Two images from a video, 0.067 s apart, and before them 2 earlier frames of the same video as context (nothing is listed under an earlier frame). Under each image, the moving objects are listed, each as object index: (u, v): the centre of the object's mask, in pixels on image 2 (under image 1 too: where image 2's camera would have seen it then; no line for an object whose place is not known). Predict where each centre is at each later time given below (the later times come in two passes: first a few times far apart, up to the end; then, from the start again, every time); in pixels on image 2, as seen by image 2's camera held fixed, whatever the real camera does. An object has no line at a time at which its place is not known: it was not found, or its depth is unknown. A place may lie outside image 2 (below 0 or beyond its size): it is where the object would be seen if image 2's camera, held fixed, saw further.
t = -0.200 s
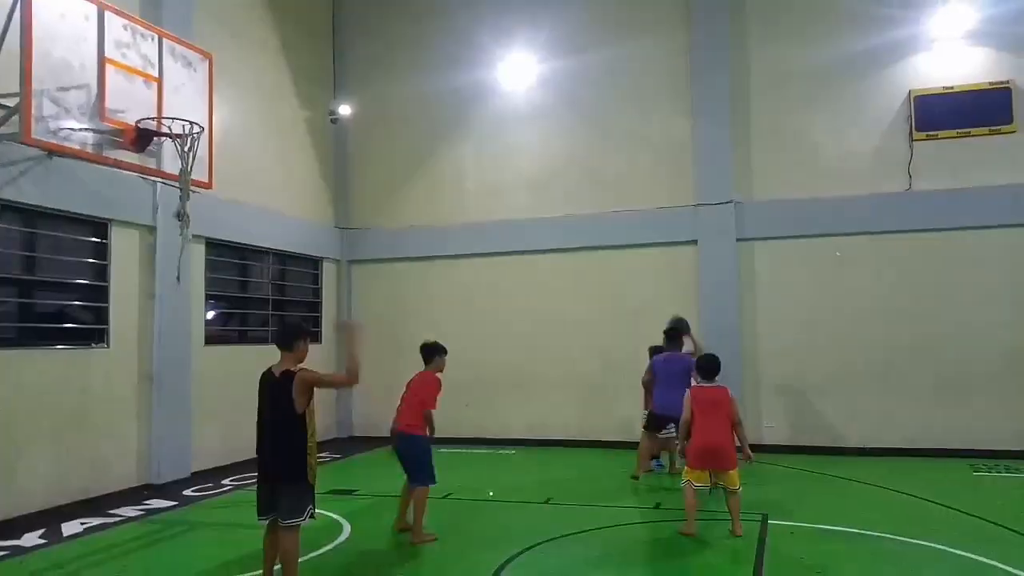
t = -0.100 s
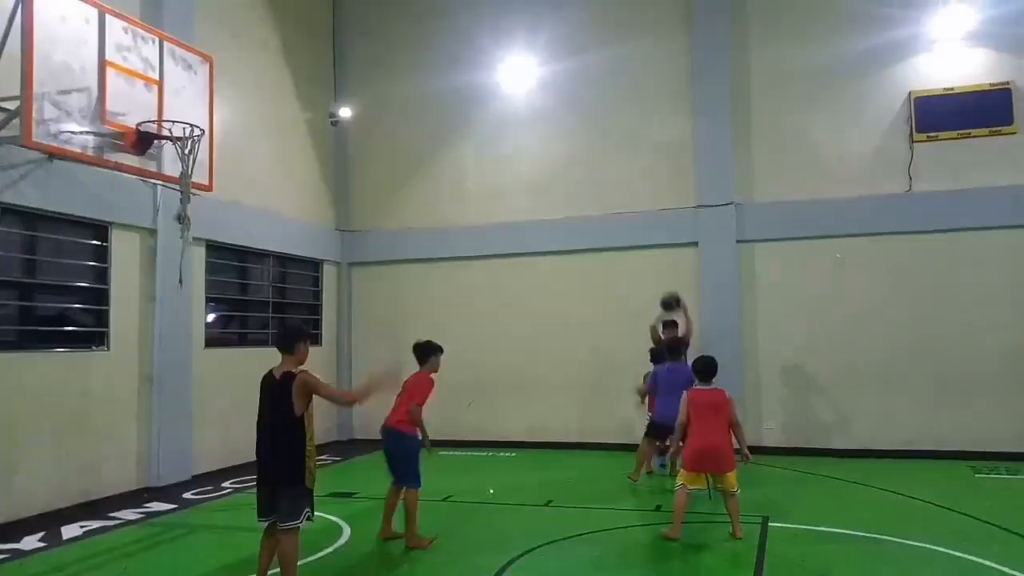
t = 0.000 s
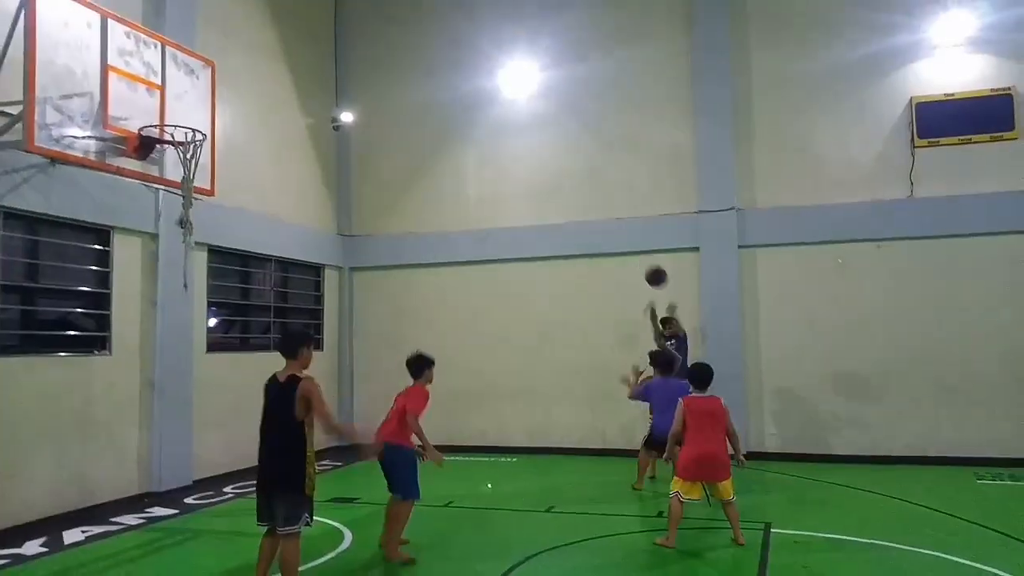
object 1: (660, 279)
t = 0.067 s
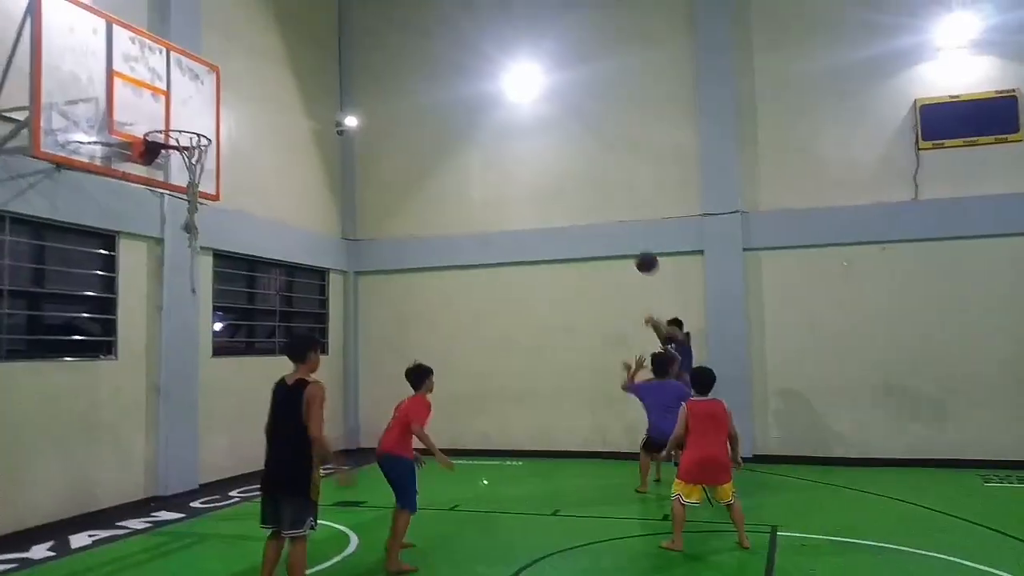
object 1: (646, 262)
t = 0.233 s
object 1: (608, 233)
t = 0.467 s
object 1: (542, 237)
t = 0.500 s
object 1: (532, 242)
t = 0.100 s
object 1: (638, 255)
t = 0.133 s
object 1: (631, 248)
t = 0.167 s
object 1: (623, 242)
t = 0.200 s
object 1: (615, 237)
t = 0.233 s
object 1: (608, 233)
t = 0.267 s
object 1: (599, 230)
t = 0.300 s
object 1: (591, 228)
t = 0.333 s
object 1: (582, 228)
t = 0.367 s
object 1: (572, 229)
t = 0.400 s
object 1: (563, 230)
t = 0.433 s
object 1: (553, 233)
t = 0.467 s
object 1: (542, 237)
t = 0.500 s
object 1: (532, 242)
